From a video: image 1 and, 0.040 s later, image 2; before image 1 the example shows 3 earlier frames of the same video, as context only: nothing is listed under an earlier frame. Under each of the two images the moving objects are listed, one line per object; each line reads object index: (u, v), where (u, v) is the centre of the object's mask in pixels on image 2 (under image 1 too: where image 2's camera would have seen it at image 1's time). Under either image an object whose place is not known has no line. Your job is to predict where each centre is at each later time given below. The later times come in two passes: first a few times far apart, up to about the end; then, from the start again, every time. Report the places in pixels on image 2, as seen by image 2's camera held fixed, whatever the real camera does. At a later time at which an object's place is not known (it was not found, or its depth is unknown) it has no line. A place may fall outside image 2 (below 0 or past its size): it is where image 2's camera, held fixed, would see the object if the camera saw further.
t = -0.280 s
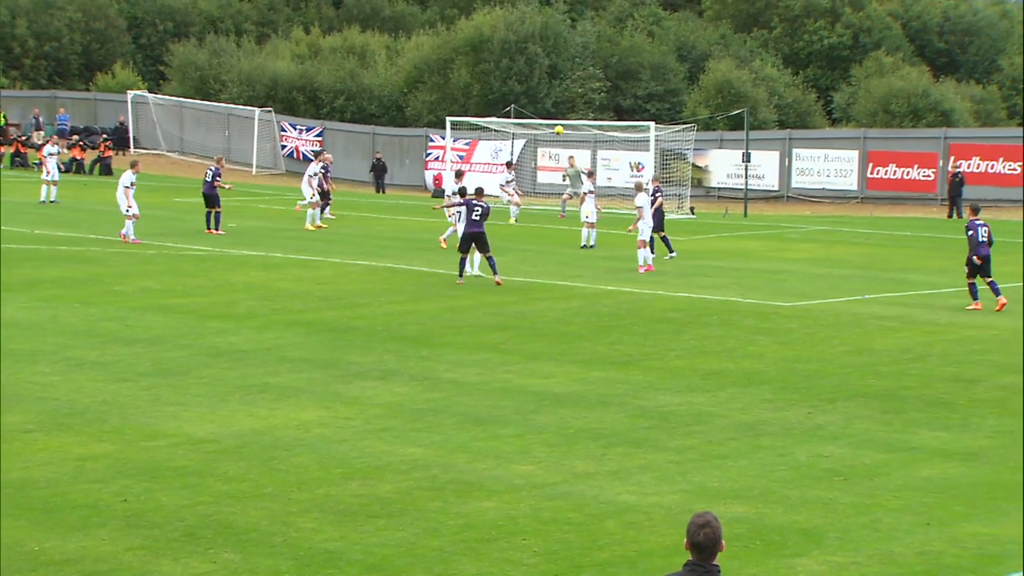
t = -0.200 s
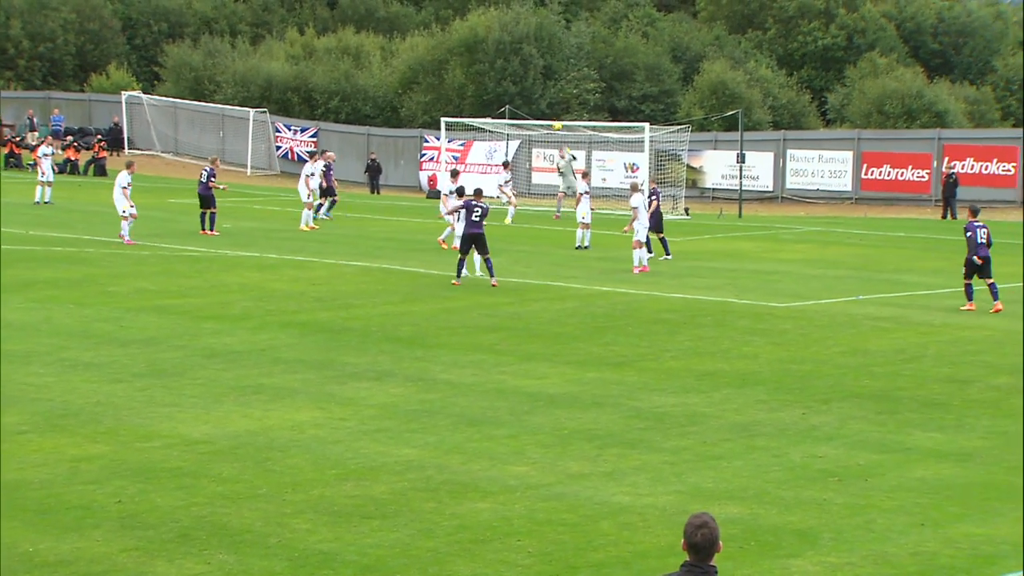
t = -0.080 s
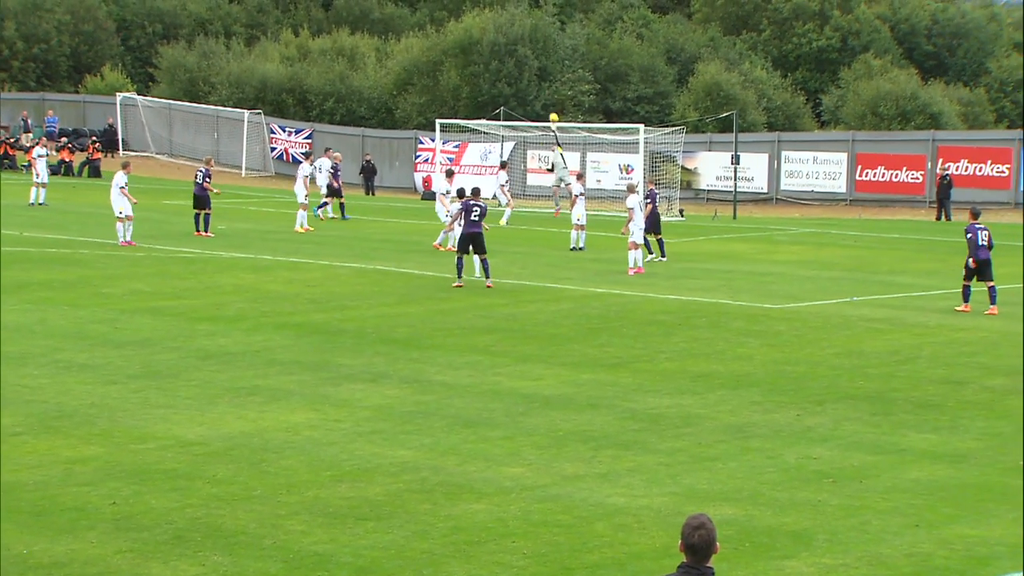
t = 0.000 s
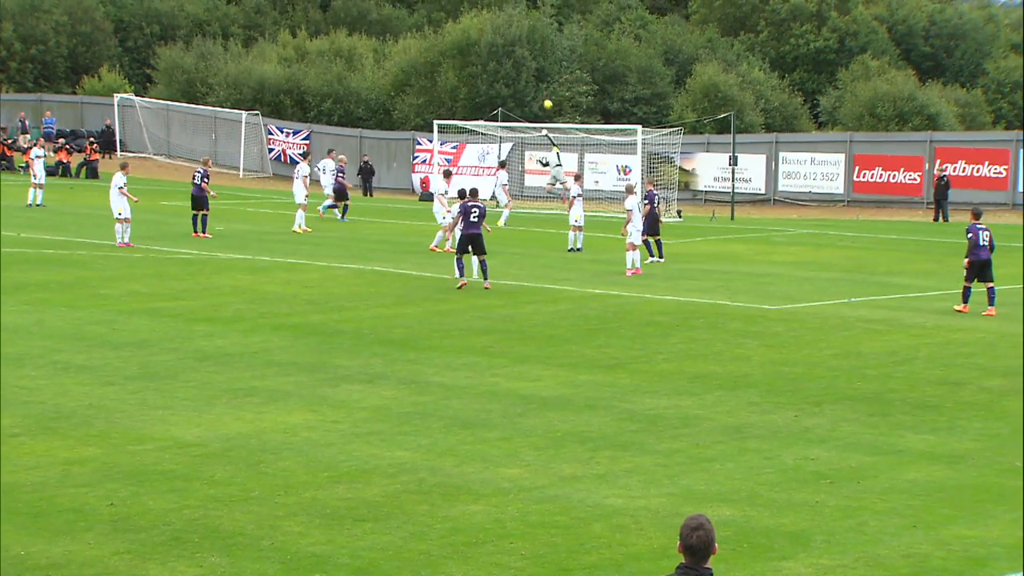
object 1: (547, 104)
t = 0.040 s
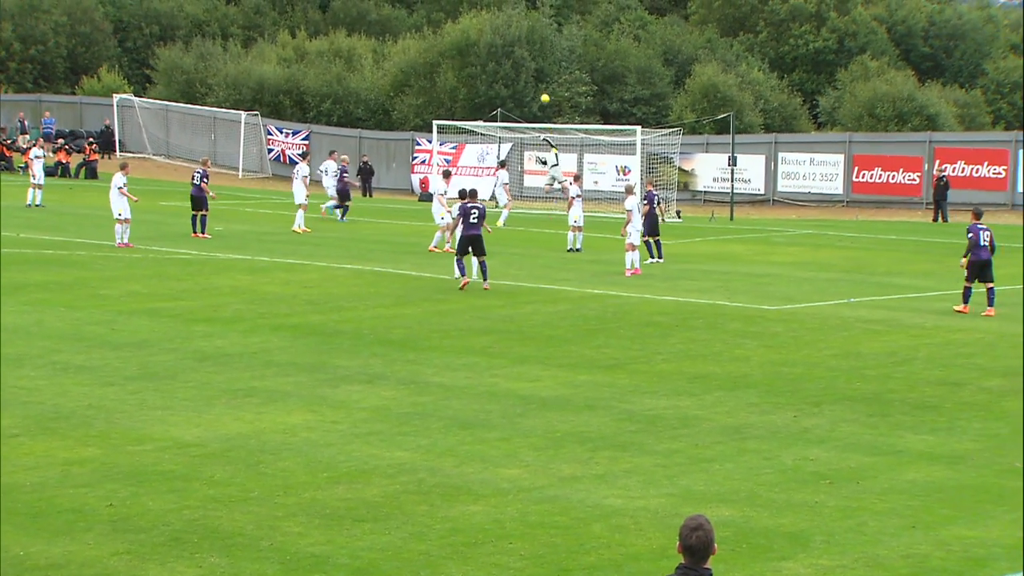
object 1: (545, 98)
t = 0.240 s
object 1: (533, 78)
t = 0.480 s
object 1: (516, 76)
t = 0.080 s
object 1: (543, 93)
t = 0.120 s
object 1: (540, 88)
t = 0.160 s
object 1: (538, 84)
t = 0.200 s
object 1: (536, 81)
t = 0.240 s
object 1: (533, 78)
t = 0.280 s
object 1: (531, 76)
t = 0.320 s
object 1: (528, 75)
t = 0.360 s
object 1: (525, 74)
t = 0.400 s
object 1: (522, 74)
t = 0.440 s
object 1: (519, 74)
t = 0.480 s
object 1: (516, 76)
